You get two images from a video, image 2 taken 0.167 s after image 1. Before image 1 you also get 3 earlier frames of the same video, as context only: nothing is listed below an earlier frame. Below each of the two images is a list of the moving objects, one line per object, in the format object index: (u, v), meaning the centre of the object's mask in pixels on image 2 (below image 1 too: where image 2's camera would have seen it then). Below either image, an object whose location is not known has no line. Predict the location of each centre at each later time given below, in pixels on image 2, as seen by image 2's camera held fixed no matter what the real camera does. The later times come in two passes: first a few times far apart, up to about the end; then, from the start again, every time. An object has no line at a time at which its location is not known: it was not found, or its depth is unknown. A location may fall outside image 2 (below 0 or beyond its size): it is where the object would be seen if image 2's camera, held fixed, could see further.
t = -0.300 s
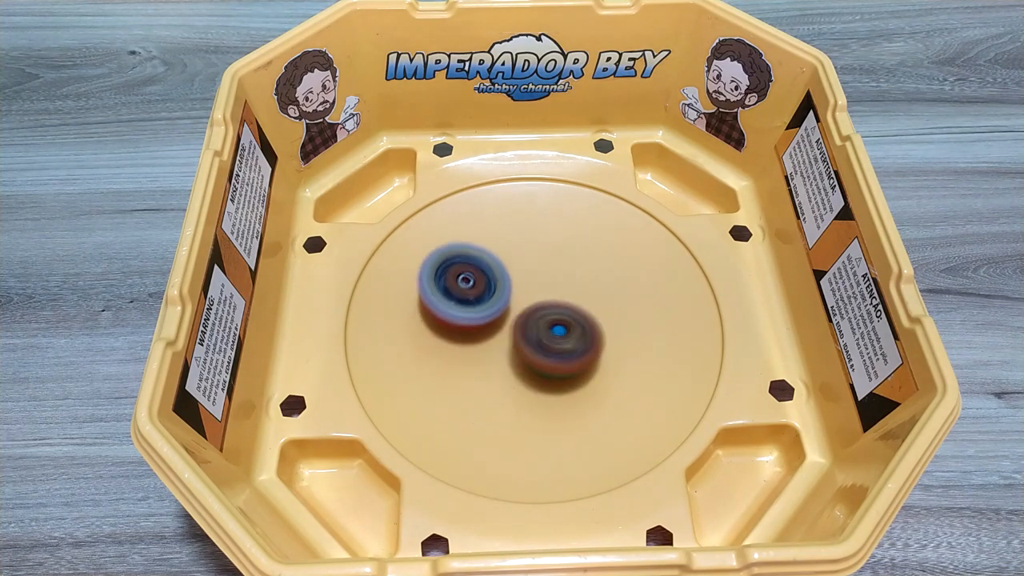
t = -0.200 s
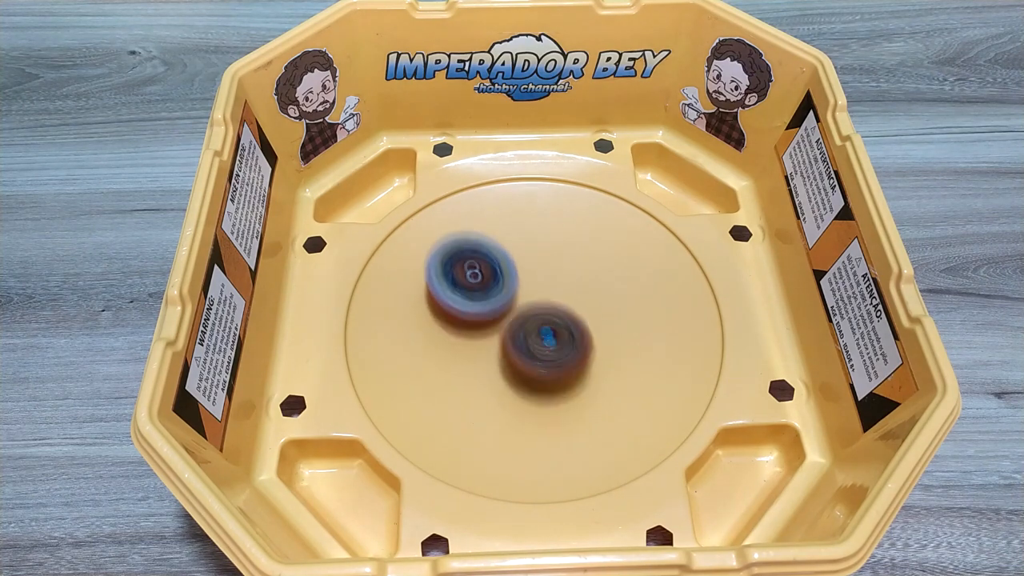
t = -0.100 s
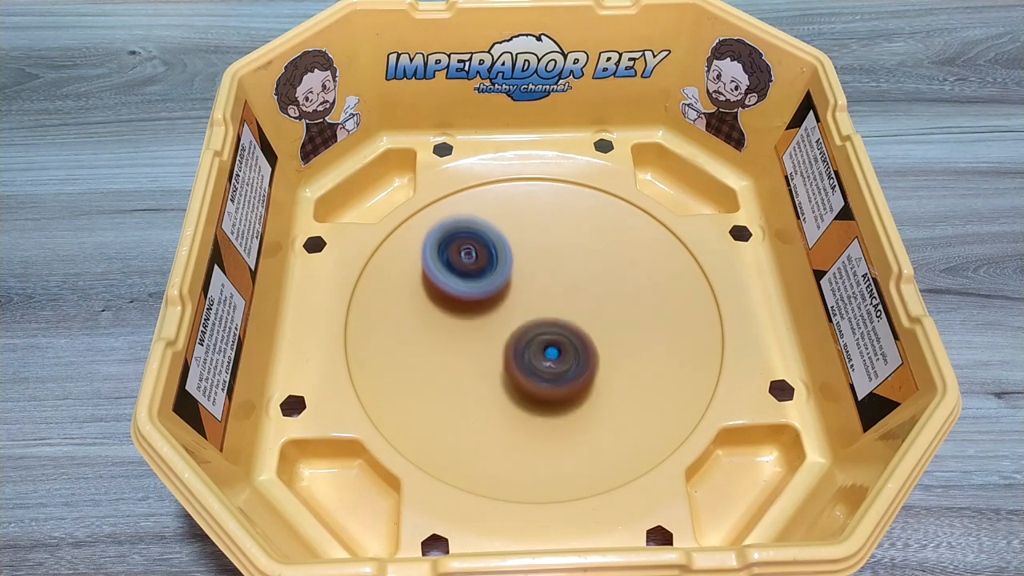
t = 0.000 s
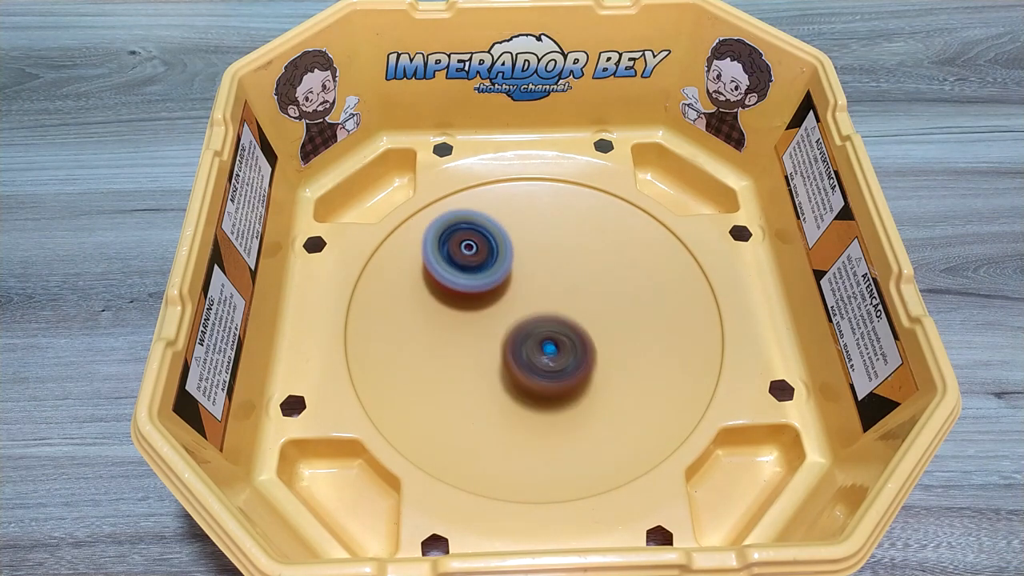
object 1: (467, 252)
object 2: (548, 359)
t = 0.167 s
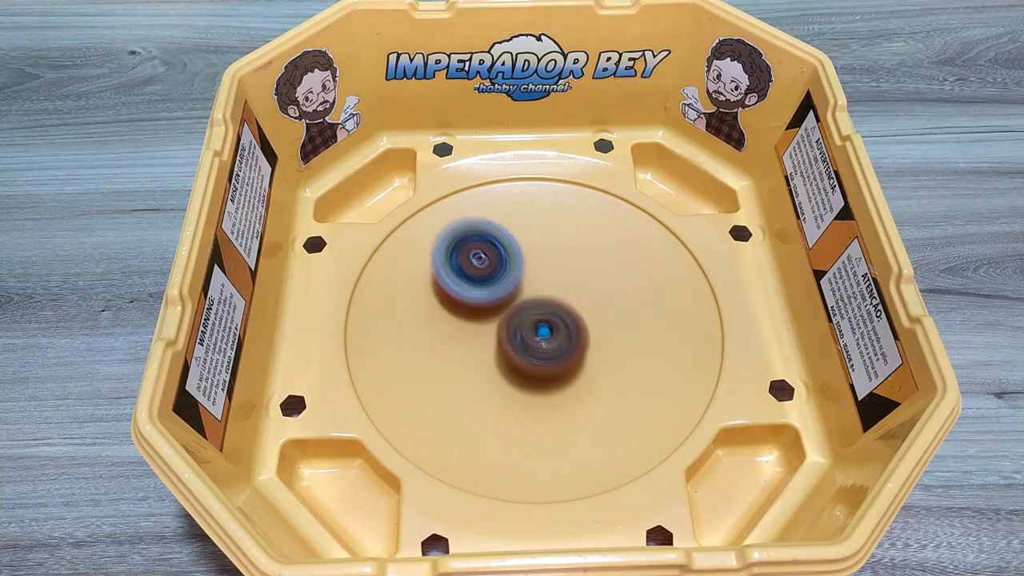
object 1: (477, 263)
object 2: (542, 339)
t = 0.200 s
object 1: (480, 266)
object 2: (542, 337)
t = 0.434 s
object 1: (506, 253)
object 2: (575, 392)
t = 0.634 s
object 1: (548, 273)
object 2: (567, 368)
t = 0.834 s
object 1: (575, 226)
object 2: (542, 461)
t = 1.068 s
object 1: (583, 253)
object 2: (513, 334)
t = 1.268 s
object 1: (610, 279)
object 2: (430, 264)
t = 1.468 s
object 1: (604, 313)
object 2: (398, 280)
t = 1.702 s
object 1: (582, 346)
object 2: (467, 367)
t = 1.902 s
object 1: (658, 355)
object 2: (378, 386)
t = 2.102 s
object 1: (636, 353)
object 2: (455, 309)
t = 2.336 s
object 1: (576, 341)
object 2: (552, 237)
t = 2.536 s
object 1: (523, 332)
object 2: (543, 259)
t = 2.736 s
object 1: (475, 360)
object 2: (525, 233)
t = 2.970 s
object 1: (481, 349)
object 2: (483, 255)
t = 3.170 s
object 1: (497, 348)
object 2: (485, 249)
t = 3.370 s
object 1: (516, 343)
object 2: (503, 247)
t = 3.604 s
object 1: (533, 341)
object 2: (549, 253)
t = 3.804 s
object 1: (543, 344)
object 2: (598, 276)
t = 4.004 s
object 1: (539, 351)
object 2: (620, 307)
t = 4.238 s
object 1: (507, 354)
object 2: (627, 336)
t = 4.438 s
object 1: (490, 346)
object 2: (589, 346)
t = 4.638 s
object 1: (464, 326)
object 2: (560, 361)
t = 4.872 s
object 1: (453, 298)
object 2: (523, 360)
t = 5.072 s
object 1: (465, 276)
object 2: (522, 346)
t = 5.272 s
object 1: (491, 262)
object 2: (546, 352)
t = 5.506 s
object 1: (533, 261)
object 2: (573, 357)
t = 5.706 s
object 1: (564, 273)
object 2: (571, 361)
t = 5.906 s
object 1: (572, 262)
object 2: (548, 410)
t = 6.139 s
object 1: (543, 300)
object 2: (542, 386)
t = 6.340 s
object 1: (528, 301)
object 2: (557, 410)
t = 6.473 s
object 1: (514, 307)
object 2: (550, 395)
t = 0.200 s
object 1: (480, 266)
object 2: (542, 337)
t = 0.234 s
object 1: (482, 264)
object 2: (544, 342)
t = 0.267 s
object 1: (482, 257)
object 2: (552, 356)
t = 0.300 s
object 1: (485, 252)
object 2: (562, 373)
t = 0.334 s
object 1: (488, 250)
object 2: (567, 383)
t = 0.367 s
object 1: (493, 249)
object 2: (571, 389)
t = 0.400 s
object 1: (498, 250)
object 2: (574, 392)
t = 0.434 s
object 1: (506, 253)
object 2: (575, 392)
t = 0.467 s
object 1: (512, 257)
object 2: (575, 390)
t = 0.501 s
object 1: (520, 262)
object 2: (575, 385)
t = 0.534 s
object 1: (526, 266)
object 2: (574, 380)
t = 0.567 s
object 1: (533, 271)
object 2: (572, 373)
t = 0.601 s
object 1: (540, 275)
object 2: (570, 368)
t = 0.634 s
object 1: (548, 273)
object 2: (567, 368)
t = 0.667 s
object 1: (555, 259)
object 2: (563, 388)
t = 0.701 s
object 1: (562, 244)
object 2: (559, 420)
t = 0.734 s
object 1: (568, 233)
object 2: (555, 445)
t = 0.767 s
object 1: (572, 227)
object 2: (552, 469)
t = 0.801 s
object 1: (574, 226)
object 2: (547, 470)
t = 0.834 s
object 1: (575, 226)
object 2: (542, 461)
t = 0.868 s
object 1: (576, 228)
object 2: (534, 448)
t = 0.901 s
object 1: (577, 231)
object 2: (529, 430)
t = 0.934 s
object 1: (579, 234)
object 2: (525, 412)
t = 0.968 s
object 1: (580, 239)
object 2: (521, 392)
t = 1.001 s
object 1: (581, 244)
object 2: (518, 372)
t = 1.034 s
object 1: (582, 248)
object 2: (515, 353)
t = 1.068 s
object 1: (583, 253)
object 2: (513, 334)
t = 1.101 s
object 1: (585, 258)
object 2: (510, 316)
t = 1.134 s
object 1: (592, 263)
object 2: (497, 301)
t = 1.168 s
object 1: (601, 266)
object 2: (476, 289)
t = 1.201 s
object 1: (607, 270)
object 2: (461, 279)
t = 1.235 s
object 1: (610, 275)
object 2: (443, 272)
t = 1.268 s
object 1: (610, 279)
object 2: (430, 264)
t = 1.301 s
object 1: (610, 284)
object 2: (419, 259)
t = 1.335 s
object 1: (610, 290)
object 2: (411, 258)
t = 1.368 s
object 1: (609, 295)
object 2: (404, 259)
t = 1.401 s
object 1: (608, 301)
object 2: (399, 262)
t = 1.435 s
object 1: (606, 307)
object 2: (397, 269)
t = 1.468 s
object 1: (604, 313)
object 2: (398, 280)
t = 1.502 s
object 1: (602, 318)
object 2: (400, 289)
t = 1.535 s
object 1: (599, 324)
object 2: (406, 301)
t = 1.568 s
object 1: (597, 329)
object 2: (414, 313)
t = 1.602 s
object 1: (593, 334)
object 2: (424, 326)
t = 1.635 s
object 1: (590, 337)
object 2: (438, 341)
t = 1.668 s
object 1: (586, 340)
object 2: (452, 354)
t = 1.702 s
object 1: (582, 346)
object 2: (467, 367)
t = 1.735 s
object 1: (581, 350)
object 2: (476, 377)
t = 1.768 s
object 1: (598, 352)
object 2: (464, 386)
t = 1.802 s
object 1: (624, 353)
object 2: (434, 391)
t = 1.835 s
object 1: (645, 354)
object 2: (406, 394)
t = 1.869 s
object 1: (655, 354)
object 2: (383, 393)
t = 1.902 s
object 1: (658, 355)
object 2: (378, 386)
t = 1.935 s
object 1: (660, 355)
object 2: (382, 378)
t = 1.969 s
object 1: (658, 355)
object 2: (392, 365)
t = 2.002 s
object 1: (655, 355)
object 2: (406, 351)
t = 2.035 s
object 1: (649, 355)
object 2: (422, 337)
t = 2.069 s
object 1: (643, 353)
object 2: (433, 327)
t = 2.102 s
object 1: (636, 353)
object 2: (455, 309)
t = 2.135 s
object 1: (629, 352)
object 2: (475, 295)
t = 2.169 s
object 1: (621, 350)
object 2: (493, 281)
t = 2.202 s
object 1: (612, 349)
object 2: (509, 269)
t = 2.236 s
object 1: (603, 347)
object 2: (523, 258)
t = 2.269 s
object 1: (595, 346)
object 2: (535, 250)
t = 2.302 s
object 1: (585, 343)
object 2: (543, 243)
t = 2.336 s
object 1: (576, 341)
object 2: (552, 237)
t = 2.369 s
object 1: (564, 339)
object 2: (556, 235)
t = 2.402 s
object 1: (555, 337)
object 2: (558, 236)
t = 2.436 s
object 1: (546, 335)
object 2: (557, 240)
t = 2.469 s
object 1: (538, 334)
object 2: (554, 246)
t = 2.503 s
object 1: (531, 333)
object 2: (549, 254)
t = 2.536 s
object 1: (523, 332)
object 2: (543, 259)
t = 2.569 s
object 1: (514, 338)
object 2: (540, 257)
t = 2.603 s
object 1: (501, 346)
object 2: (539, 250)
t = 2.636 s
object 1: (492, 352)
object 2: (538, 244)
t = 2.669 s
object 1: (484, 355)
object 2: (535, 240)
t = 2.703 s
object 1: (479, 358)
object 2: (530, 235)
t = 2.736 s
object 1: (475, 360)
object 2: (525, 233)
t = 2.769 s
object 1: (472, 361)
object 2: (520, 232)
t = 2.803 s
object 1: (471, 361)
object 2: (514, 234)
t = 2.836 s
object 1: (472, 360)
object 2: (507, 236)
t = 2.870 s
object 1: (473, 359)
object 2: (501, 240)
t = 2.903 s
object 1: (475, 357)
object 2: (495, 243)
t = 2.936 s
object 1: (478, 354)
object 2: (489, 249)
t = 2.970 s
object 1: (481, 349)
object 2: (483, 255)
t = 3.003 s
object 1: (484, 345)
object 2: (478, 261)
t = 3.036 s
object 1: (487, 345)
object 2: (478, 261)
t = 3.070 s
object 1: (489, 347)
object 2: (479, 259)
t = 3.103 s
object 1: (491, 348)
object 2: (481, 253)
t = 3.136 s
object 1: (494, 348)
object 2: (483, 251)
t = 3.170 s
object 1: (497, 348)
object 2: (485, 249)
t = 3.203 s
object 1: (500, 346)
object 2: (488, 249)
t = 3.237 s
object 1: (503, 342)
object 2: (490, 250)
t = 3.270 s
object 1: (506, 339)
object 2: (492, 253)
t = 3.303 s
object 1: (510, 335)
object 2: (494, 254)
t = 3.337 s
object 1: (513, 339)
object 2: (498, 251)
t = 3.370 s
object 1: (516, 343)
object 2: (503, 247)
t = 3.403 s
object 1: (518, 346)
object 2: (509, 241)
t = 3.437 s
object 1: (520, 346)
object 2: (514, 239)
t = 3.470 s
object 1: (522, 346)
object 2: (521, 239)
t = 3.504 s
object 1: (525, 345)
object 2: (528, 241)
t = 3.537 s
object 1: (527, 344)
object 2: (535, 246)
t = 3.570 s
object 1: (530, 342)
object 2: (542, 248)
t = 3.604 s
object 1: (533, 341)
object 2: (549, 253)
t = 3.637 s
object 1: (536, 339)
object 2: (557, 257)
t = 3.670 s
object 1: (539, 338)
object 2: (565, 260)
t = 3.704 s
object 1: (540, 340)
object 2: (575, 264)
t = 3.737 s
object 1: (541, 342)
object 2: (583, 268)
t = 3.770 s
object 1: (542, 344)
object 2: (592, 271)
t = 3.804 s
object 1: (543, 344)
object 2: (598, 276)
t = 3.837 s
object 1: (544, 344)
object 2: (603, 281)
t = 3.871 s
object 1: (544, 345)
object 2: (607, 286)
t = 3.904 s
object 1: (541, 347)
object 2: (611, 291)
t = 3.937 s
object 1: (540, 349)
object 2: (616, 296)
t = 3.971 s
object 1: (539, 350)
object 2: (618, 302)
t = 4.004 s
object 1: (539, 351)
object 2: (620, 307)
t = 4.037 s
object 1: (536, 352)
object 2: (622, 312)
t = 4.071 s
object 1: (534, 353)
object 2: (621, 318)
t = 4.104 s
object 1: (532, 353)
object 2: (621, 322)
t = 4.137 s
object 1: (530, 353)
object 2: (620, 327)
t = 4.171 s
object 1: (522, 354)
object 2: (620, 331)
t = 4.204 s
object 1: (513, 354)
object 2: (626, 334)
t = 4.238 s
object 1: (507, 354)
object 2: (627, 336)
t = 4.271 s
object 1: (502, 353)
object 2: (624, 338)
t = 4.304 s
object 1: (499, 352)
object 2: (620, 340)
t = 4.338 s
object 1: (497, 351)
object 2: (613, 341)
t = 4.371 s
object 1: (495, 350)
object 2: (604, 344)
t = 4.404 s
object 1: (494, 349)
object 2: (595, 345)
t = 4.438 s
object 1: (490, 346)
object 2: (589, 346)
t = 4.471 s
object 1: (483, 344)
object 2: (586, 352)
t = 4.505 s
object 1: (479, 341)
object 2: (581, 353)
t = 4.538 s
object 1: (477, 338)
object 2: (575, 354)
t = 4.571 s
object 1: (474, 336)
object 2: (568, 355)
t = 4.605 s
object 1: (471, 333)
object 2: (562, 357)
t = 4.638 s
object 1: (464, 326)
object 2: (560, 361)
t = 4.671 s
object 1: (459, 320)
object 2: (557, 364)
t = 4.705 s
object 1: (456, 315)
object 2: (552, 365)
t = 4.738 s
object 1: (454, 311)
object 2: (546, 367)
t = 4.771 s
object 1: (453, 308)
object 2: (539, 366)
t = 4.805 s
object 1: (452, 305)
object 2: (533, 364)
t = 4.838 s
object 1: (453, 302)
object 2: (528, 362)
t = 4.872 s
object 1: (453, 298)
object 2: (523, 360)
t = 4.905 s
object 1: (454, 294)
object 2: (519, 359)
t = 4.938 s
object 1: (455, 290)
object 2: (518, 357)
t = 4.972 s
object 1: (457, 285)
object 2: (519, 354)
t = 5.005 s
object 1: (460, 282)
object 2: (520, 352)
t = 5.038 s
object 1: (462, 279)
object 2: (521, 349)
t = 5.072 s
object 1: (465, 276)
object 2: (522, 346)
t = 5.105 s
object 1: (468, 272)
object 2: (522, 346)
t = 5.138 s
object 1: (472, 267)
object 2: (525, 350)
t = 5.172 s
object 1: (476, 264)
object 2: (529, 351)
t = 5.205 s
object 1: (480, 262)
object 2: (536, 351)
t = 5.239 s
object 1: (485, 261)
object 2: (543, 348)
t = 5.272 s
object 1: (491, 262)
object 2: (546, 352)
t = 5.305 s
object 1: (497, 263)
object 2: (550, 352)
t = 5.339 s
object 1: (503, 264)
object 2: (554, 348)
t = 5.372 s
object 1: (510, 266)
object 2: (559, 347)
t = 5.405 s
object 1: (517, 267)
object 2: (566, 341)
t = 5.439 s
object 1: (522, 264)
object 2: (571, 349)
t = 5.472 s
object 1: (527, 262)
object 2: (572, 354)
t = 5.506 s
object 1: (533, 261)
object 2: (573, 357)
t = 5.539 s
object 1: (539, 263)
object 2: (575, 359)
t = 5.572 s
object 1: (545, 265)
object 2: (575, 359)
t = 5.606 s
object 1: (550, 268)
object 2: (576, 359)
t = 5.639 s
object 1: (555, 270)
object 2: (577, 359)
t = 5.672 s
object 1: (559, 273)
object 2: (574, 357)
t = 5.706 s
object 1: (564, 273)
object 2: (571, 361)
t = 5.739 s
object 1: (570, 266)
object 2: (564, 378)
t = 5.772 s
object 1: (573, 259)
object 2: (559, 389)
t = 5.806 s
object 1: (576, 257)
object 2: (552, 402)
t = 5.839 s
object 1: (577, 257)
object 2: (548, 408)
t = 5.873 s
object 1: (576, 259)
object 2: (547, 411)
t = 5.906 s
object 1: (572, 262)
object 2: (548, 410)
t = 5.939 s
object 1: (569, 267)
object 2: (546, 413)
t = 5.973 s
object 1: (565, 271)
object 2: (545, 411)
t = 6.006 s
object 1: (561, 276)
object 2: (542, 407)
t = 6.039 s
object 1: (557, 281)
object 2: (540, 397)
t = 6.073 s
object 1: (551, 288)
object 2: (542, 393)
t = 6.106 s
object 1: (546, 295)
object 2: (543, 388)
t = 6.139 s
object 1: (543, 300)
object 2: (542, 386)
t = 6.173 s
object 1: (540, 296)
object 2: (538, 394)
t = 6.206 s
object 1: (538, 295)
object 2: (538, 399)
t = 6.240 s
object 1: (536, 295)
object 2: (542, 406)
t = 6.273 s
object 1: (534, 296)
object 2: (546, 410)
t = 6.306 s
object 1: (532, 298)
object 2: (553, 409)
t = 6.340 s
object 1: (528, 301)
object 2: (557, 410)
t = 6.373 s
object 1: (525, 302)
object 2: (557, 409)
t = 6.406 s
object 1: (521, 303)
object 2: (552, 407)
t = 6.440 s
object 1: (518, 304)
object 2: (549, 401)
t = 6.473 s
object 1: (514, 307)
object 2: (550, 395)
